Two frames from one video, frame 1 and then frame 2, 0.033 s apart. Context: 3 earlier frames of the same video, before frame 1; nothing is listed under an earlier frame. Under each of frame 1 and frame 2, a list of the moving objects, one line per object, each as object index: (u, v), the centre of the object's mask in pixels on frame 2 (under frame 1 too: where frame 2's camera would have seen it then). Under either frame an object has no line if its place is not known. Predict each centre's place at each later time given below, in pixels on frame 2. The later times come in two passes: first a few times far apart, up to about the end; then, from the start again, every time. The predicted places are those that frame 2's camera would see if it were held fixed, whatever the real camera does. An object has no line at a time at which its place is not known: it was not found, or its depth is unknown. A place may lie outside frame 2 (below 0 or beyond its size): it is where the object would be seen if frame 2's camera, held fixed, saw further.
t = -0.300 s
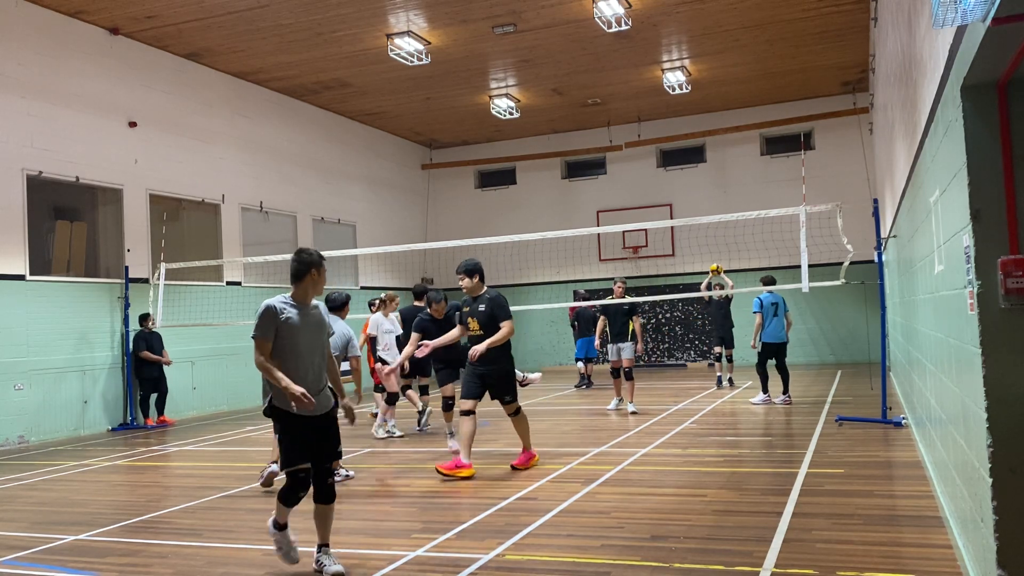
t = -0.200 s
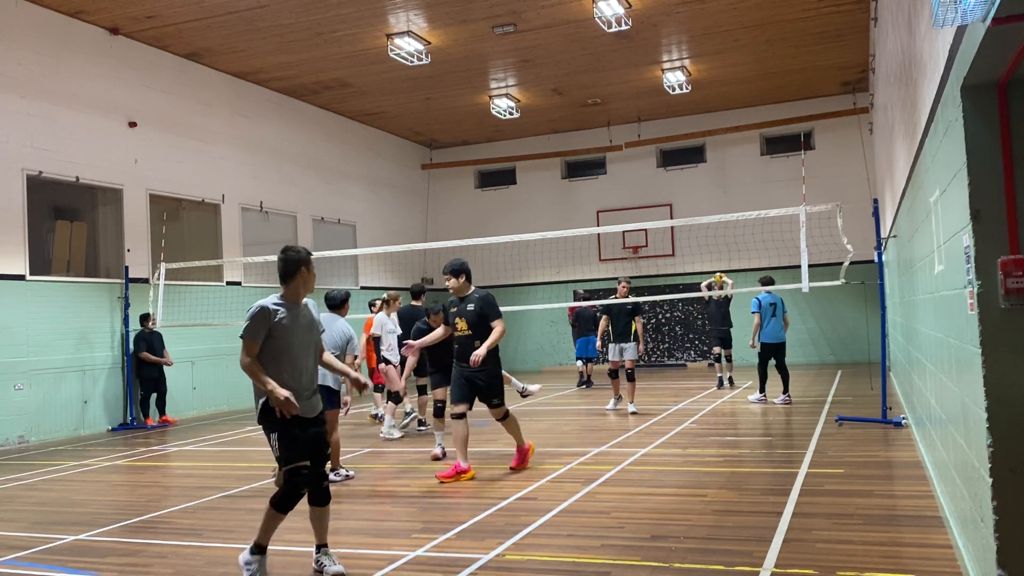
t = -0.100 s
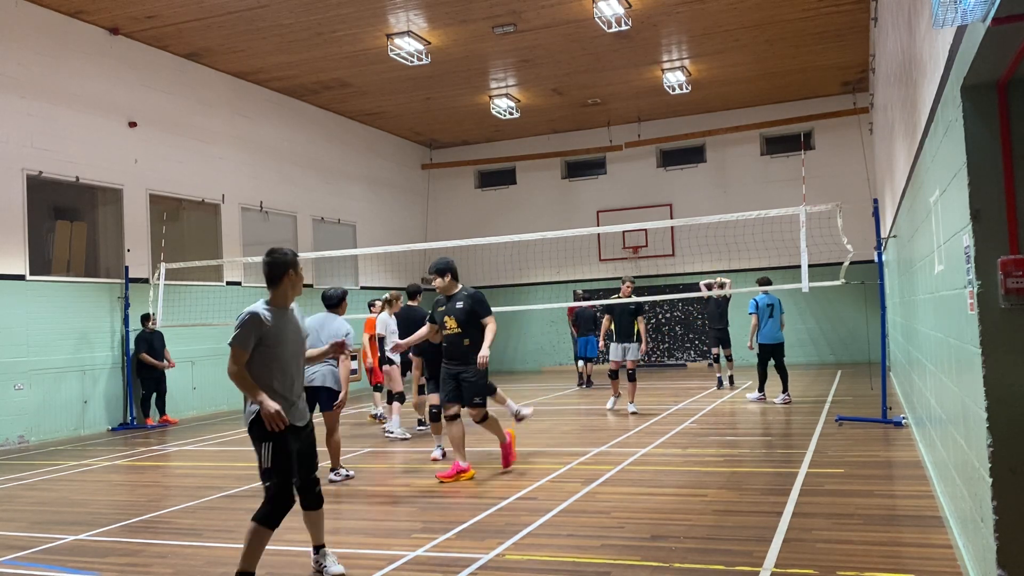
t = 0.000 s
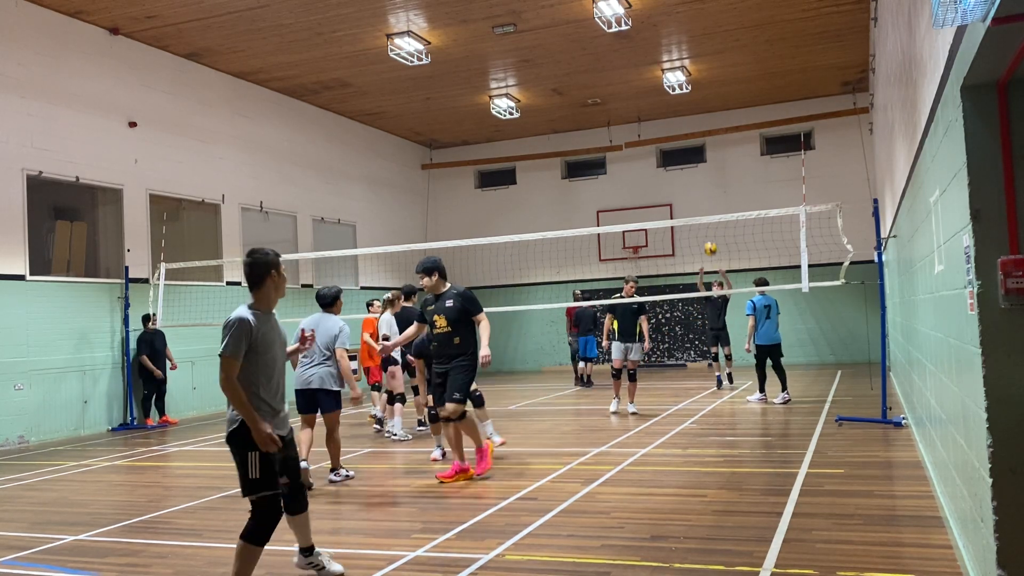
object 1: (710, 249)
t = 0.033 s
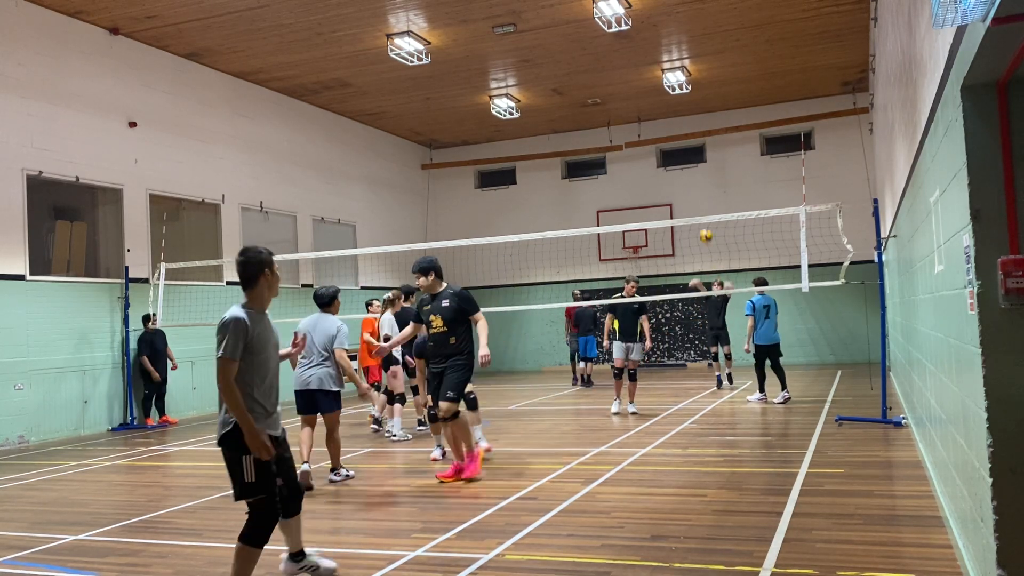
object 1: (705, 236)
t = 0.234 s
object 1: (676, 165)
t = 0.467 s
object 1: (642, 97)
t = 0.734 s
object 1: (589, 44)
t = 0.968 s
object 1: (523, 39)
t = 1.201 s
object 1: (424, 113)
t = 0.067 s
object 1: (701, 226)
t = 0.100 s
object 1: (696, 211)
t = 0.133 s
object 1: (691, 199)
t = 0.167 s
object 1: (686, 188)
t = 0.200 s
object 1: (681, 177)
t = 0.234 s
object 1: (676, 165)
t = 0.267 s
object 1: (671, 155)
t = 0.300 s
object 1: (666, 145)
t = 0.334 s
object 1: (662, 134)
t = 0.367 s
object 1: (657, 124)
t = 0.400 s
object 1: (652, 114)
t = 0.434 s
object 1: (647, 106)
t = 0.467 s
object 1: (642, 97)
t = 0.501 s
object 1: (636, 88)
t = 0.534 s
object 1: (630, 80)
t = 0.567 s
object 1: (624, 73)
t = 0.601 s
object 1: (618, 66)
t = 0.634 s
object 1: (611, 59)
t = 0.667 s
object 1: (604, 54)
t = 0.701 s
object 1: (597, 48)
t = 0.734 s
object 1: (589, 44)
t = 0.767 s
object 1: (582, 40)
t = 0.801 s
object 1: (573, 38)
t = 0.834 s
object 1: (564, 35)
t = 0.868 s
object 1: (555, 34)
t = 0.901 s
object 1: (544, 35)
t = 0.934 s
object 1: (534, 36)
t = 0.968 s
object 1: (523, 39)
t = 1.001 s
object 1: (512, 43)
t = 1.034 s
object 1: (498, 49)
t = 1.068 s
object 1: (486, 57)
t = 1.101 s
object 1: (472, 68)
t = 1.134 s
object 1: (457, 80)
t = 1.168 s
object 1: (441, 95)
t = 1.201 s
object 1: (424, 113)
